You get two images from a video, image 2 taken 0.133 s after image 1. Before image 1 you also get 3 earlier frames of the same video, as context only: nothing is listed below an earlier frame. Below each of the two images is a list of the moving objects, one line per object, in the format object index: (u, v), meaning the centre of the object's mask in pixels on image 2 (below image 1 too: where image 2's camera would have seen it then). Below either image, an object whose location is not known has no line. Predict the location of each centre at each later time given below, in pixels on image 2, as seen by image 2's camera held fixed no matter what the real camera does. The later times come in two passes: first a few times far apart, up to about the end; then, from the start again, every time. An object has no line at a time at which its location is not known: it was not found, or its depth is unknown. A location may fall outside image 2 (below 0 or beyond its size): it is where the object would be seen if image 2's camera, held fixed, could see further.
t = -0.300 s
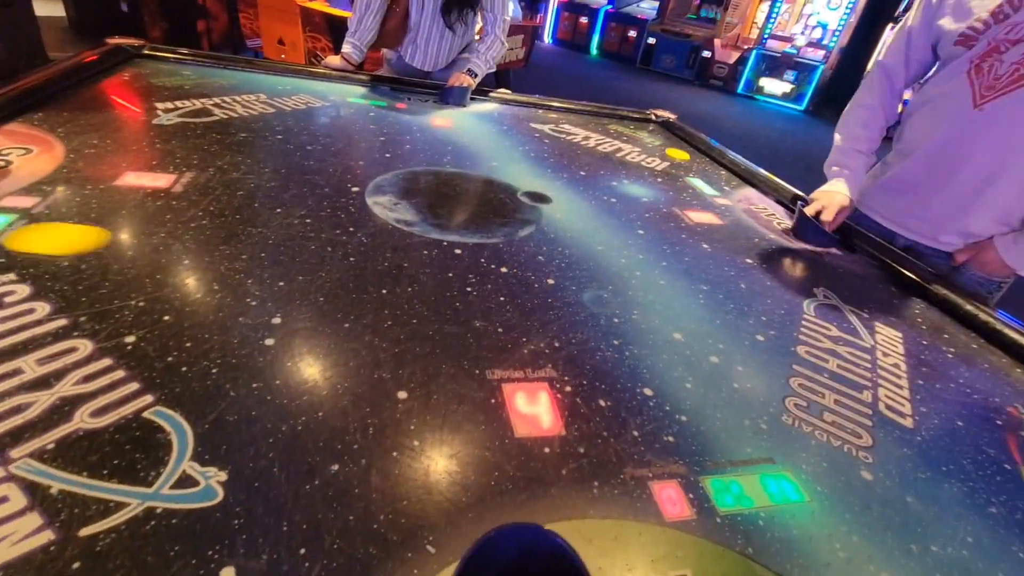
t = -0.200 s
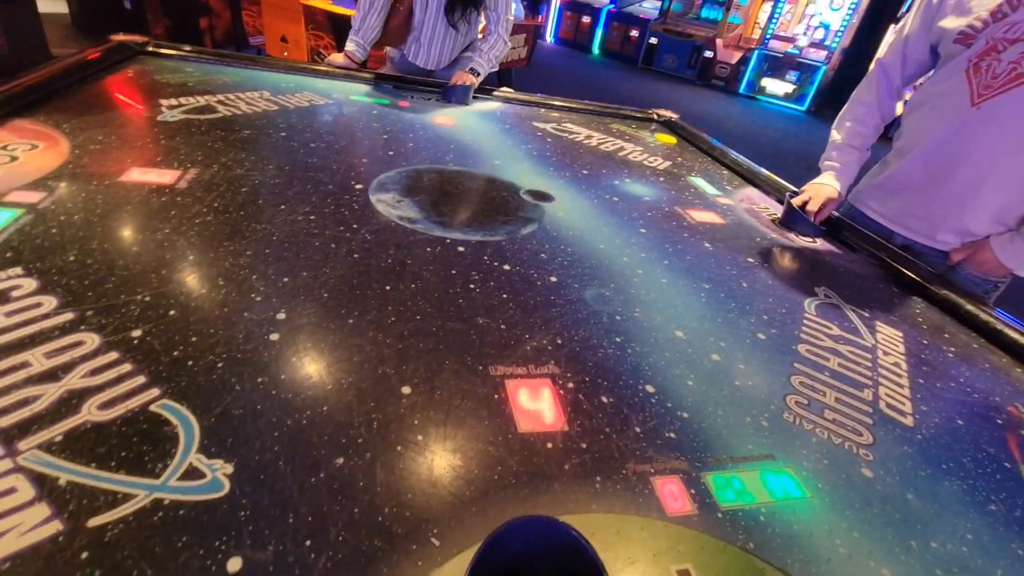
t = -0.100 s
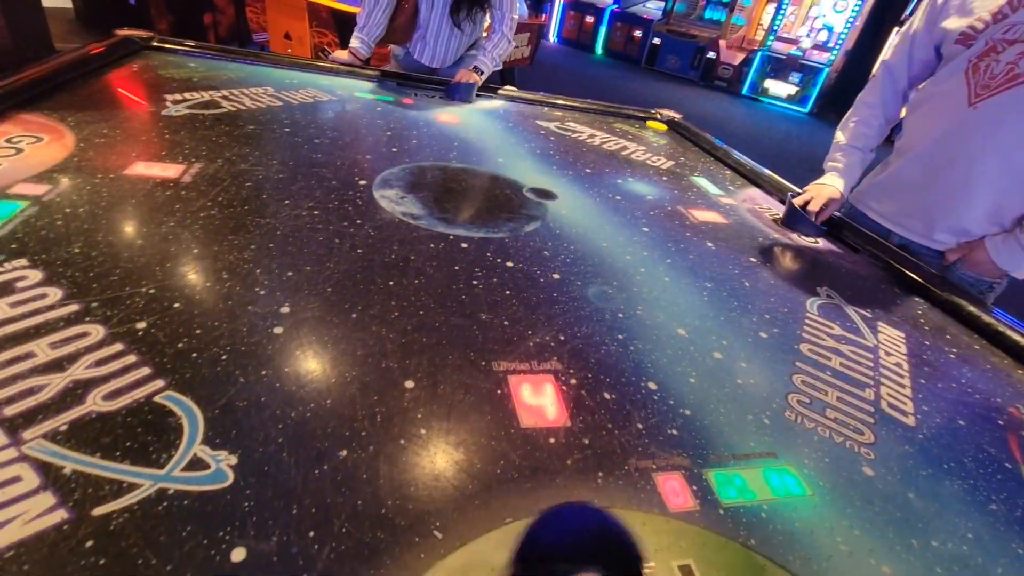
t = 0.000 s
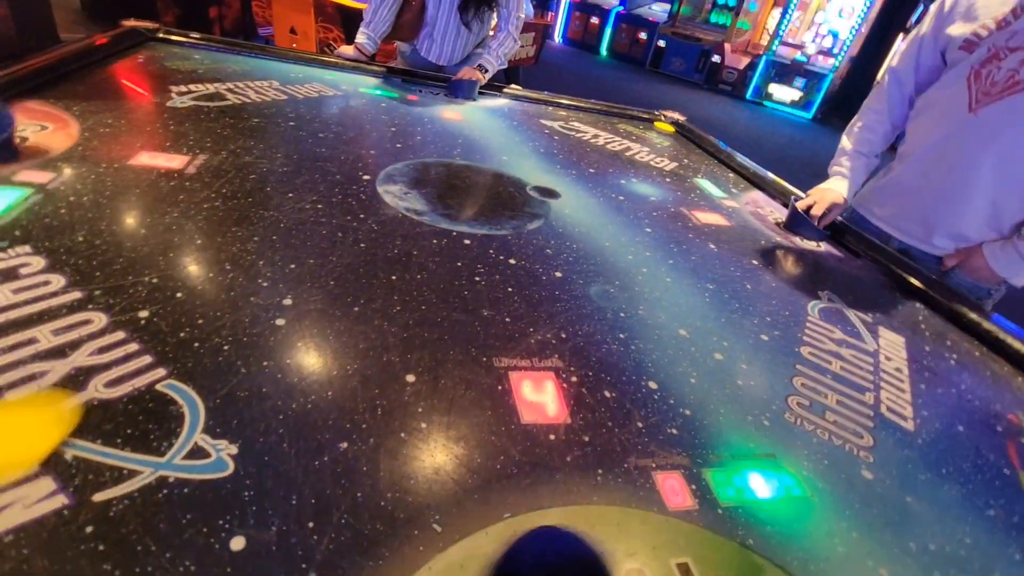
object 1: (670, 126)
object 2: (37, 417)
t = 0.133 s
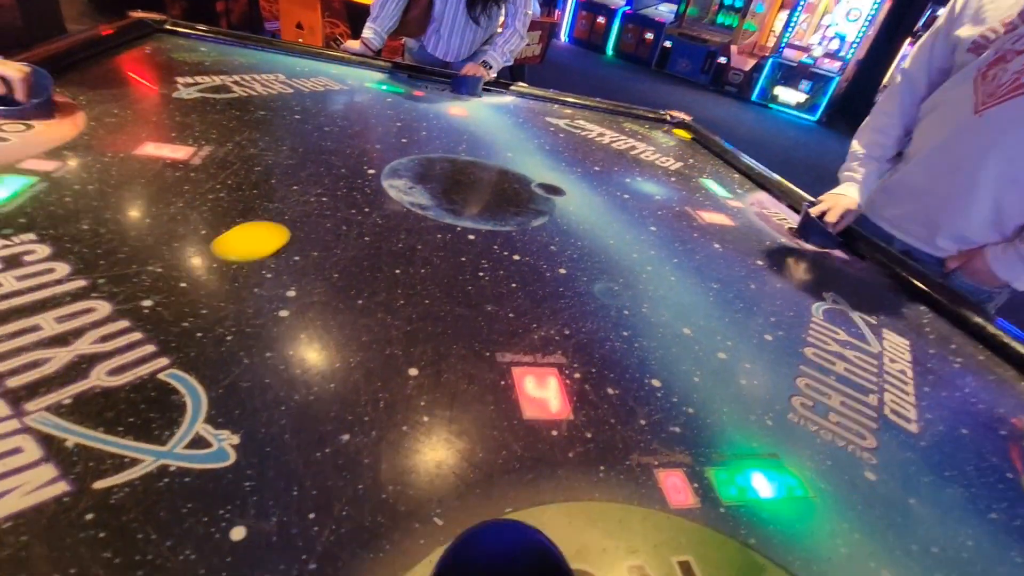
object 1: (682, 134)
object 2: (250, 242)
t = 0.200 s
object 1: (685, 137)
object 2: (311, 197)
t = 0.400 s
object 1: (694, 145)
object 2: (408, 122)
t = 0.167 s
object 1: (683, 135)
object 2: (284, 217)
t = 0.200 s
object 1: (685, 137)
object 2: (311, 197)
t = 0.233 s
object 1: (687, 138)
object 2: (333, 179)
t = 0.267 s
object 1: (688, 139)
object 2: (353, 165)
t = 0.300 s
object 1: (689, 141)
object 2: (369, 152)
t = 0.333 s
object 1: (691, 142)
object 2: (384, 141)
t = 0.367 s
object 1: (692, 143)
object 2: (397, 131)
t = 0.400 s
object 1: (694, 145)
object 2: (408, 122)
